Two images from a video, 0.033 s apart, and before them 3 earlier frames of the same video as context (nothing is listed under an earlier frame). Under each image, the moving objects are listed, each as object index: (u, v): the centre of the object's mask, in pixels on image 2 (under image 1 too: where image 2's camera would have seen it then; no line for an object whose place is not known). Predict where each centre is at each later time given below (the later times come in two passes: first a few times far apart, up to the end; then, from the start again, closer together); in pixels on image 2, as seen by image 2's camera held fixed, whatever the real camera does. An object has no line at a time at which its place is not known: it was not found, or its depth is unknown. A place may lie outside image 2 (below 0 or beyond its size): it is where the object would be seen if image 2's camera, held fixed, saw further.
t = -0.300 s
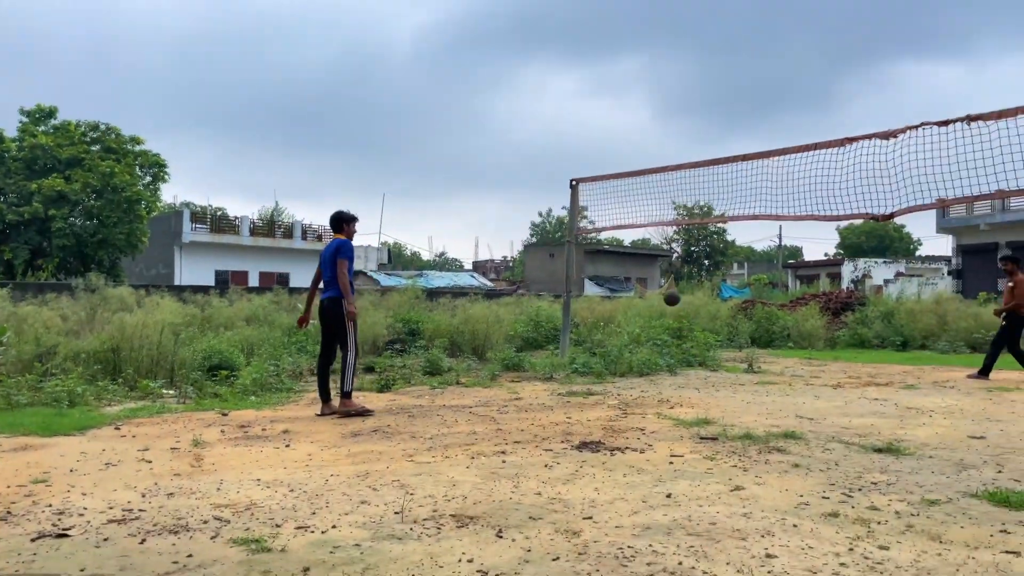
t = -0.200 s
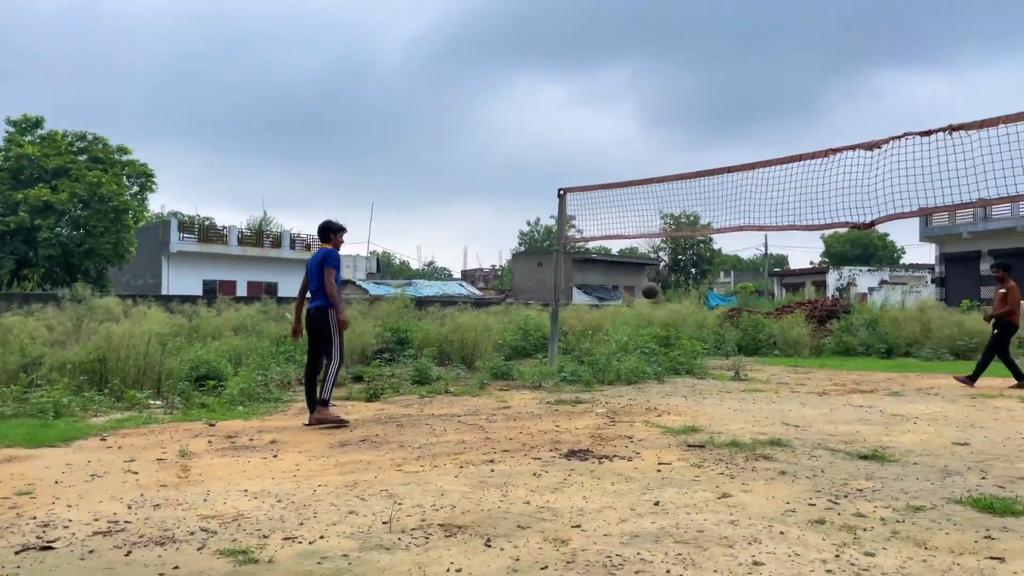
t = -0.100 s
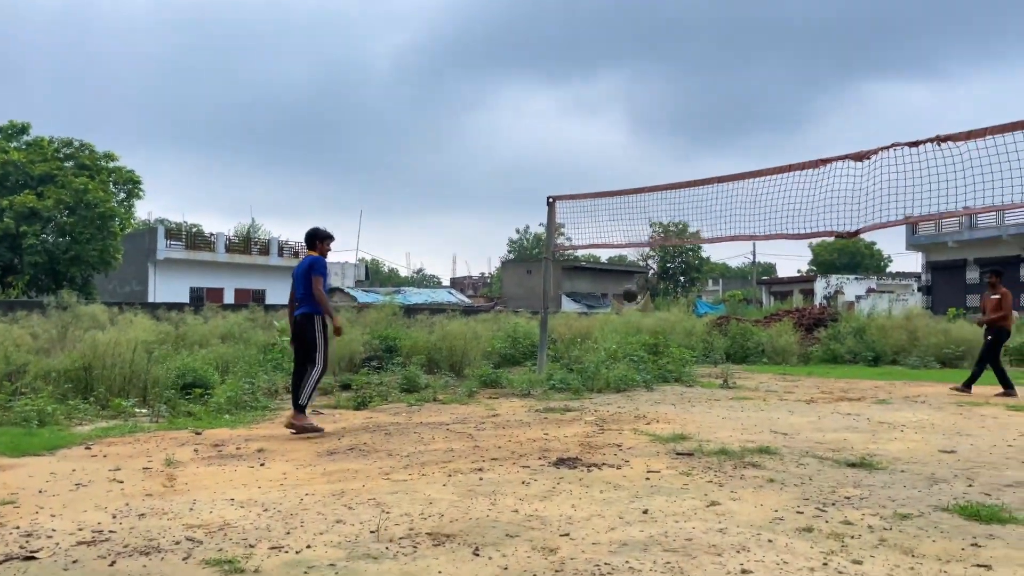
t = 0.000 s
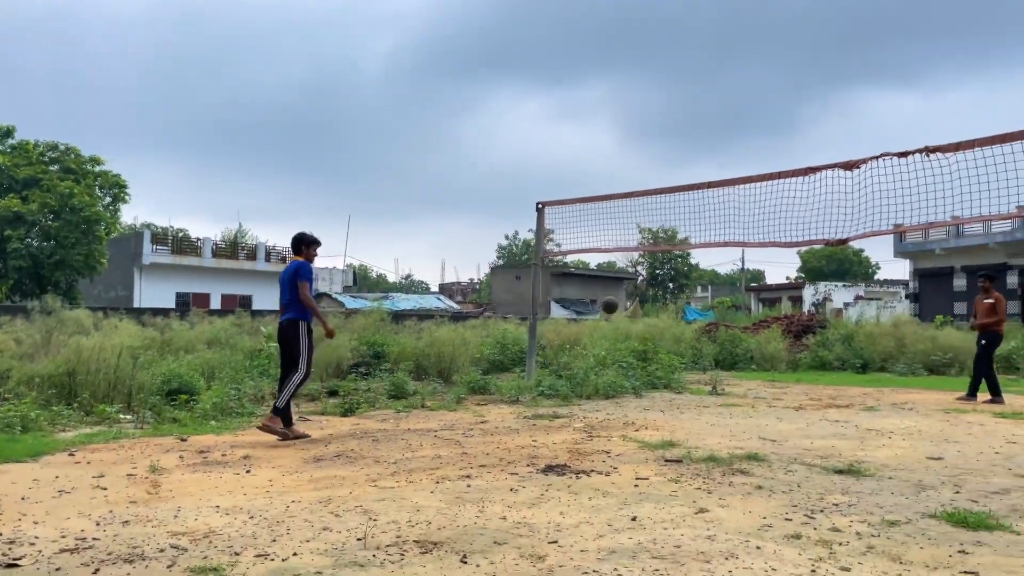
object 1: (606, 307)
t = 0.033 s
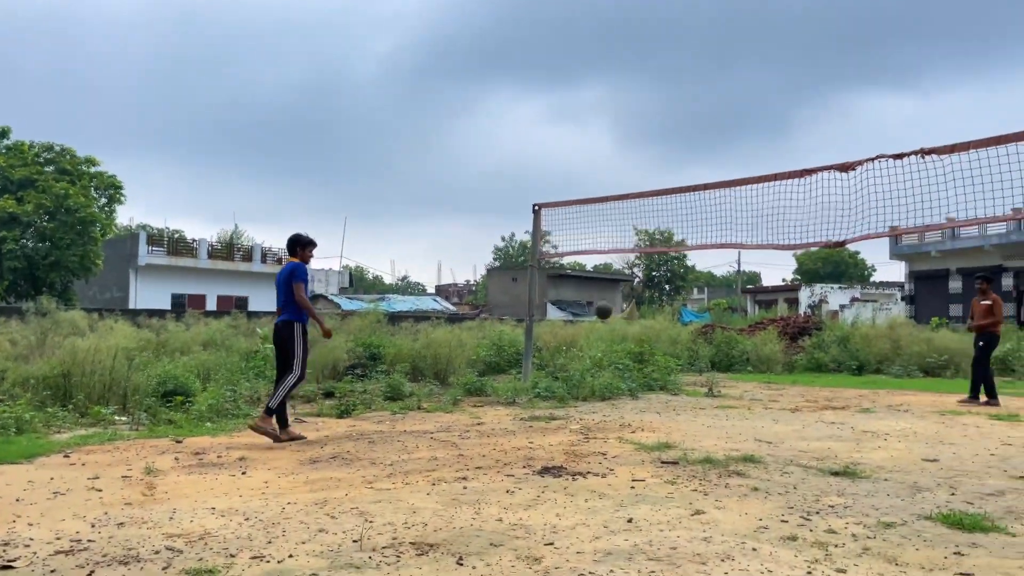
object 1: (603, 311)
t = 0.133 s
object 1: (593, 328)
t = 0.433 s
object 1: (566, 393)
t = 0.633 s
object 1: (550, 349)
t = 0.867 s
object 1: (532, 351)
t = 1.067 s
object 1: (516, 405)
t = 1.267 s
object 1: (500, 393)
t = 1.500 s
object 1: (480, 392)
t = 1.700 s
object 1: (463, 434)
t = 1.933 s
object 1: (441, 416)
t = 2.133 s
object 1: (421, 445)
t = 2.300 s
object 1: (403, 435)
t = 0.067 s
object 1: (600, 315)
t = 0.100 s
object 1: (597, 321)
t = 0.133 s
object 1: (593, 328)
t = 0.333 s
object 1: (573, 400)
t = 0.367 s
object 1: (570, 415)
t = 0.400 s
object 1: (568, 406)
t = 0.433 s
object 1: (566, 393)
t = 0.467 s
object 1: (563, 384)
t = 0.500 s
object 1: (560, 374)
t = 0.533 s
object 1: (558, 367)
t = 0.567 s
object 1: (555, 359)
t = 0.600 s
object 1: (552, 353)
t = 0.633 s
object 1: (550, 349)
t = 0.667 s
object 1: (547, 346)
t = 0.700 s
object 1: (545, 344)
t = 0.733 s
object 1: (542, 343)
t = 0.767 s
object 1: (540, 343)
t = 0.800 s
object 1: (537, 344)
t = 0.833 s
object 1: (534, 346)
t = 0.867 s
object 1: (532, 351)
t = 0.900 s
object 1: (529, 356)
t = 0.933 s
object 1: (526, 363)
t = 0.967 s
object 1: (523, 372)
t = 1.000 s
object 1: (521, 382)
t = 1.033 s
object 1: (519, 394)
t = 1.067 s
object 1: (516, 405)
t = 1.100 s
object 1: (514, 419)
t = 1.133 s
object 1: (511, 424)
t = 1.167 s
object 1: (508, 414)
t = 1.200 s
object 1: (505, 406)
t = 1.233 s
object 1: (502, 398)
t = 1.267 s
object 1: (500, 393)
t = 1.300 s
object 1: (497, 388)
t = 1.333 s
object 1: (493, 385)
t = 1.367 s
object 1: (491, 384)
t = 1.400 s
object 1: (488, 384)
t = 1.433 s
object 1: (486, 385)
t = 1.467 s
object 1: (484, 388)
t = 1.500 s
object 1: (480, 392)
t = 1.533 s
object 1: (477, 397)
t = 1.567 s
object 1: (474, 404)
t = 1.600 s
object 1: (471, 413)
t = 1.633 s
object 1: (468, 424)
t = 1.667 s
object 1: (466, 436)
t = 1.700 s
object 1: (463, 434)
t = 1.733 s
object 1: (459, 427)
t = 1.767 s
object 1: (456, 422)
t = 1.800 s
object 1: (453, 418)
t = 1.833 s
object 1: (450, 415)
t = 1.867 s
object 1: (447, 414)
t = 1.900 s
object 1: (444, 415)
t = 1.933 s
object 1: (441, 416)
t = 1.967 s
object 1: (438, 419)
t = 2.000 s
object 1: (435, 424)
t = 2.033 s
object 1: (431, 432)
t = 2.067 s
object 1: (428, 441)
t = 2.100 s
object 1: (424, 452)
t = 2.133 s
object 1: (421, 445)
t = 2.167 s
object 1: (418, 440)
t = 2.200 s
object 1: (414, 437)
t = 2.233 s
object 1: (411, 435)
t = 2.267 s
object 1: (407, 434)
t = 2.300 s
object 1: (403, 435)
